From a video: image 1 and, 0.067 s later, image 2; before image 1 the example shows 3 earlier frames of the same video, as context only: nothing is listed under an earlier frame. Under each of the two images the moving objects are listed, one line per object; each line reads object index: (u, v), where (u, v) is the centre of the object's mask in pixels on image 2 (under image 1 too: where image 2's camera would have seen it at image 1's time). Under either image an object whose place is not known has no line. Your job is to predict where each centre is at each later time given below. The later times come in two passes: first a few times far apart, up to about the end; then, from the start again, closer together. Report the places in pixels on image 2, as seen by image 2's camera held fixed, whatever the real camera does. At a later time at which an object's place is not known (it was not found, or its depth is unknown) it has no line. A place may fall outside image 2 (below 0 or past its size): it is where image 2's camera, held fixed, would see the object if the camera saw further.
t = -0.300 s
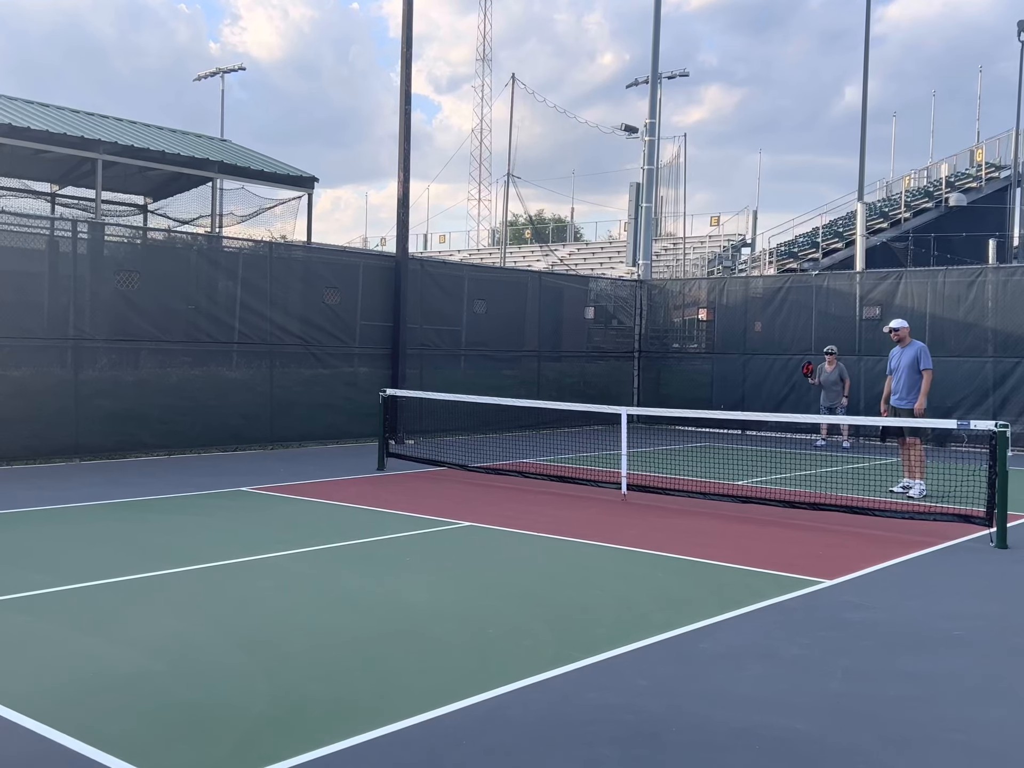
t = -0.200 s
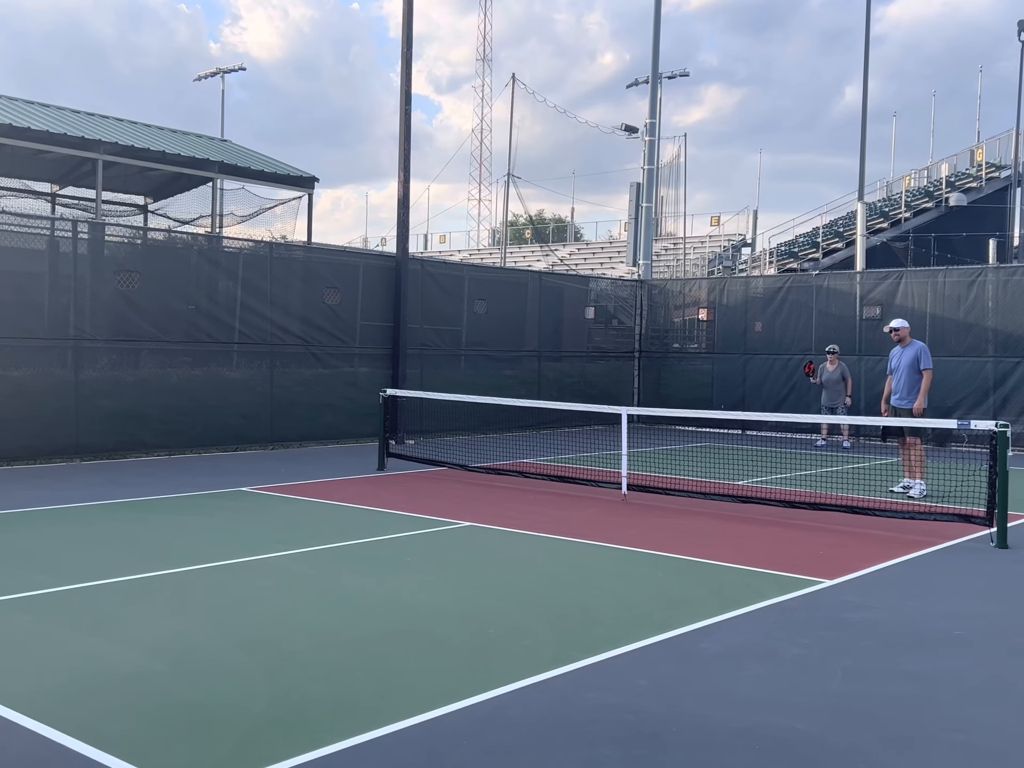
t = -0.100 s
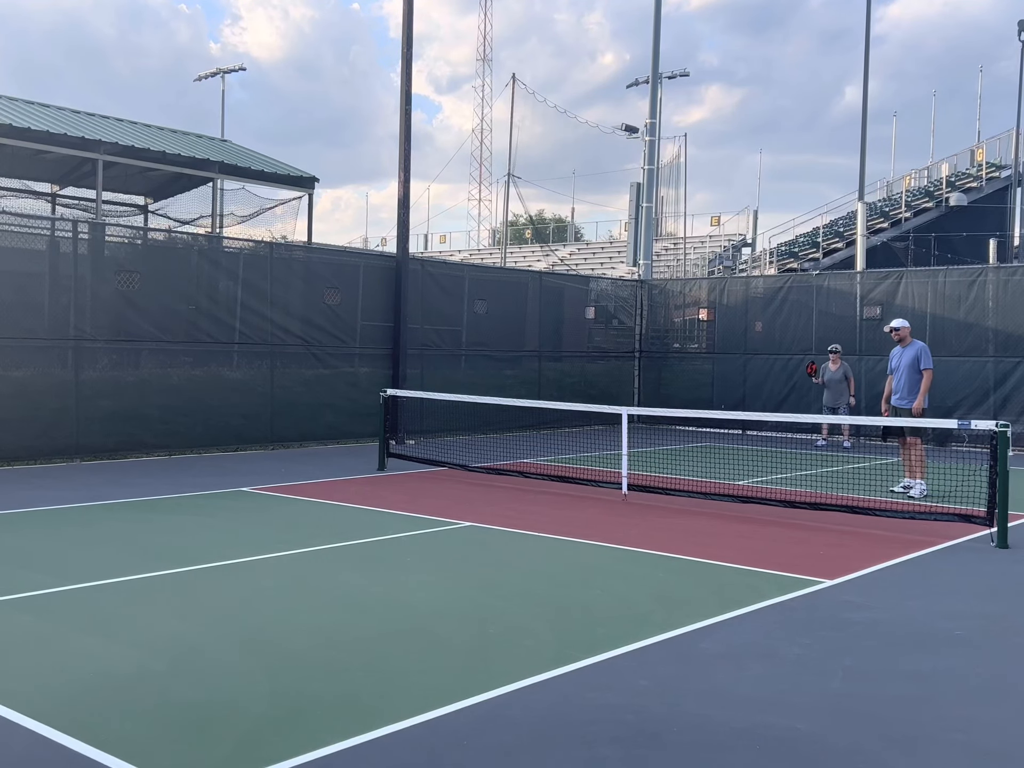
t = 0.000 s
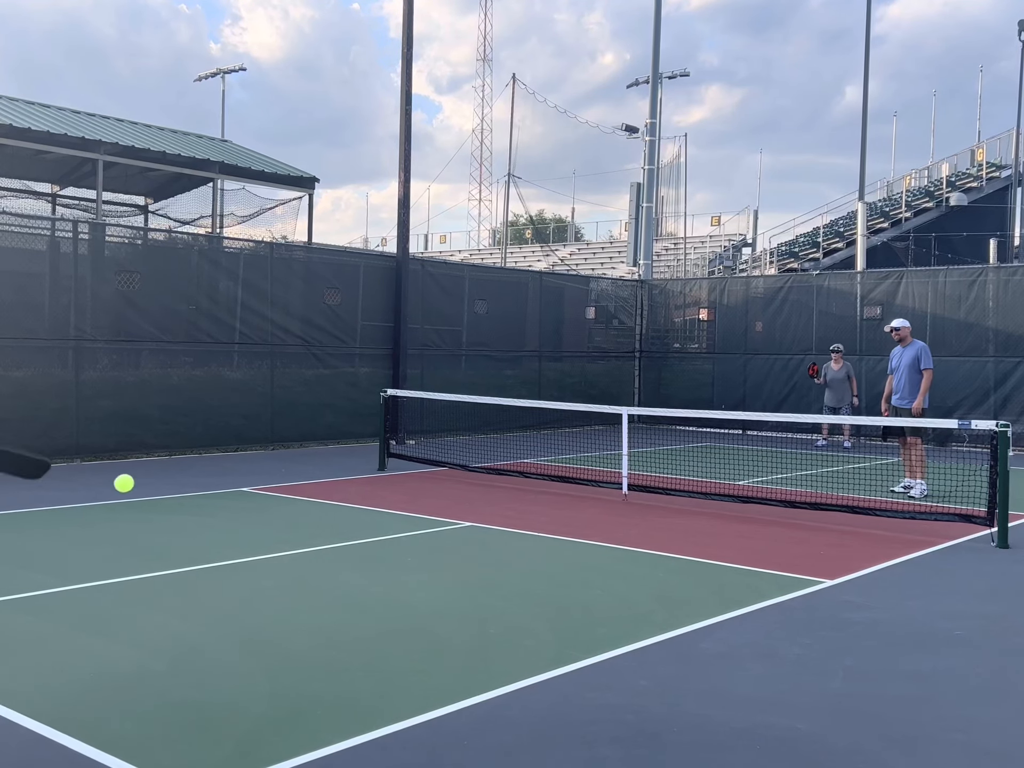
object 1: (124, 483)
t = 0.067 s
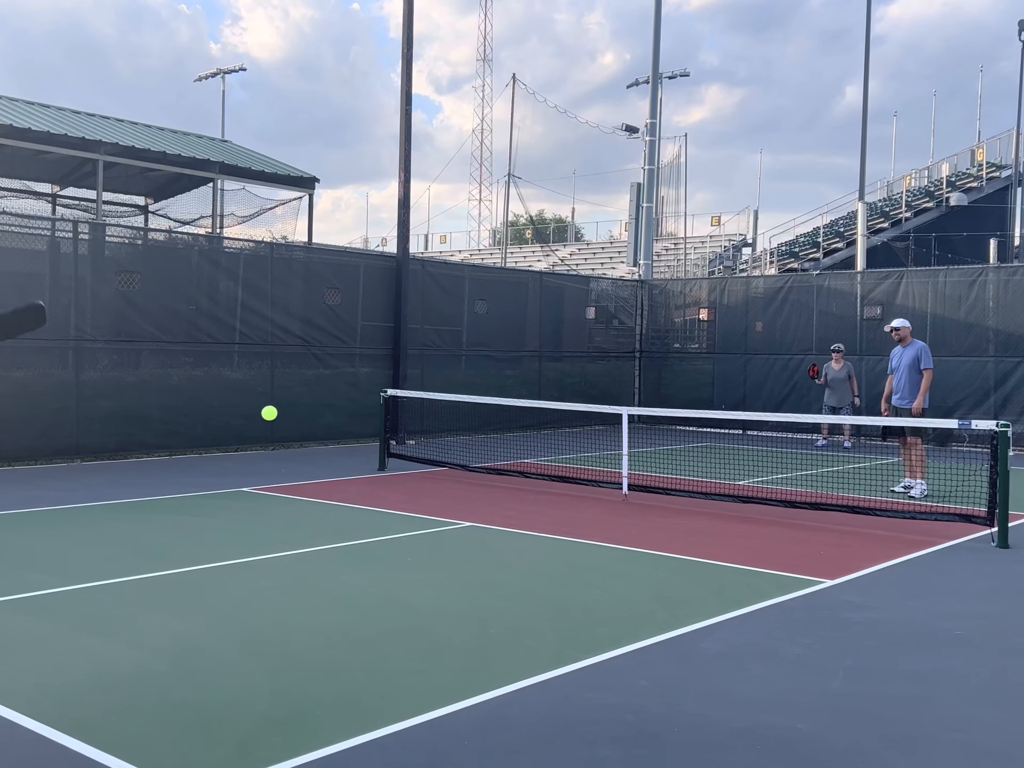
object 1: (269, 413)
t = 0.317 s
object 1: (531, 340)
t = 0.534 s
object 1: (633, 364)
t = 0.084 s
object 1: (297, 401)
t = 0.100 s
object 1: (323, 390)
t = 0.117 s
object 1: (347, 381)
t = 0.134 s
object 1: (369, 373)
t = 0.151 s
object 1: (389, 367)
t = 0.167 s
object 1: (408, 361)
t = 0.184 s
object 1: (425, 356)
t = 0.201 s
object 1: (442, 352)
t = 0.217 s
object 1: (457, 349)
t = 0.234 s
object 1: (471, 346)
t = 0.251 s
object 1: (485, 344)
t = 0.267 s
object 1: (498, 343)
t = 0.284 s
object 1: (510, 341)
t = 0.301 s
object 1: (521, 341)
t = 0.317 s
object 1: (531, 340)
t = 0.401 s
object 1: (578, 344)
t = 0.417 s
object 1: (586, 346)
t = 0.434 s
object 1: (593, 348)
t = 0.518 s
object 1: (627, 361)
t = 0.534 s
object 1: (633, 364)
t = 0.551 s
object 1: (638, 367)
